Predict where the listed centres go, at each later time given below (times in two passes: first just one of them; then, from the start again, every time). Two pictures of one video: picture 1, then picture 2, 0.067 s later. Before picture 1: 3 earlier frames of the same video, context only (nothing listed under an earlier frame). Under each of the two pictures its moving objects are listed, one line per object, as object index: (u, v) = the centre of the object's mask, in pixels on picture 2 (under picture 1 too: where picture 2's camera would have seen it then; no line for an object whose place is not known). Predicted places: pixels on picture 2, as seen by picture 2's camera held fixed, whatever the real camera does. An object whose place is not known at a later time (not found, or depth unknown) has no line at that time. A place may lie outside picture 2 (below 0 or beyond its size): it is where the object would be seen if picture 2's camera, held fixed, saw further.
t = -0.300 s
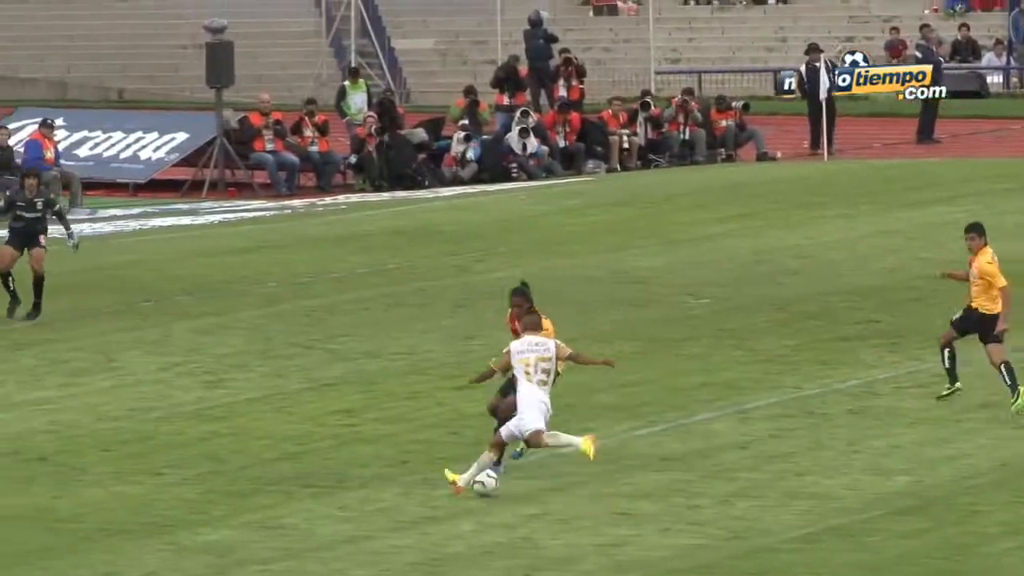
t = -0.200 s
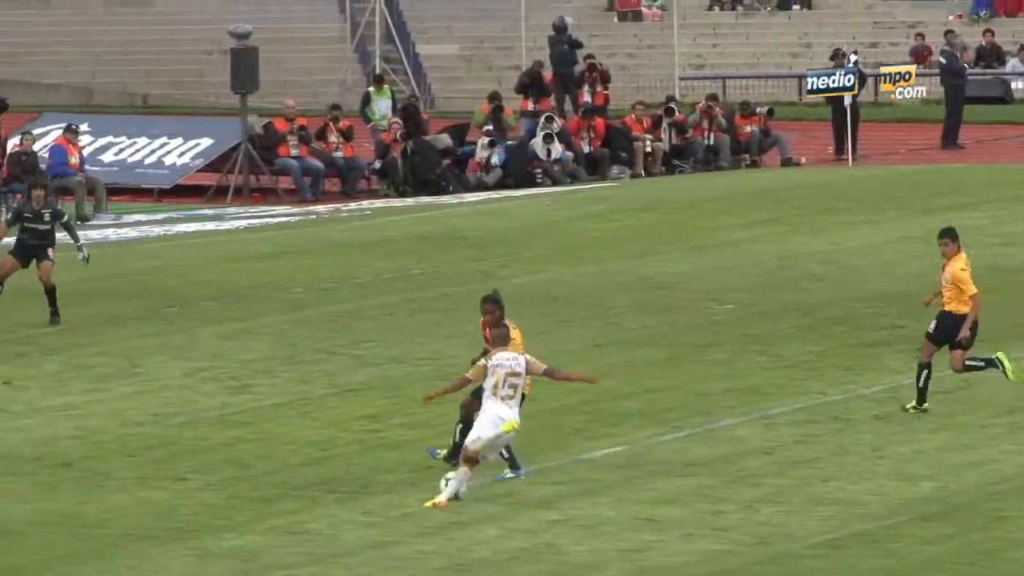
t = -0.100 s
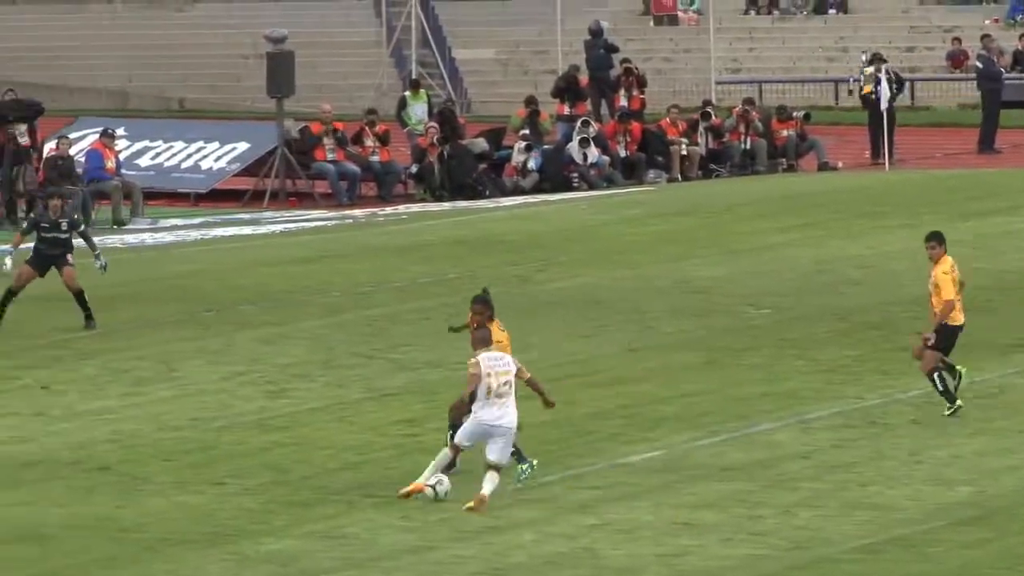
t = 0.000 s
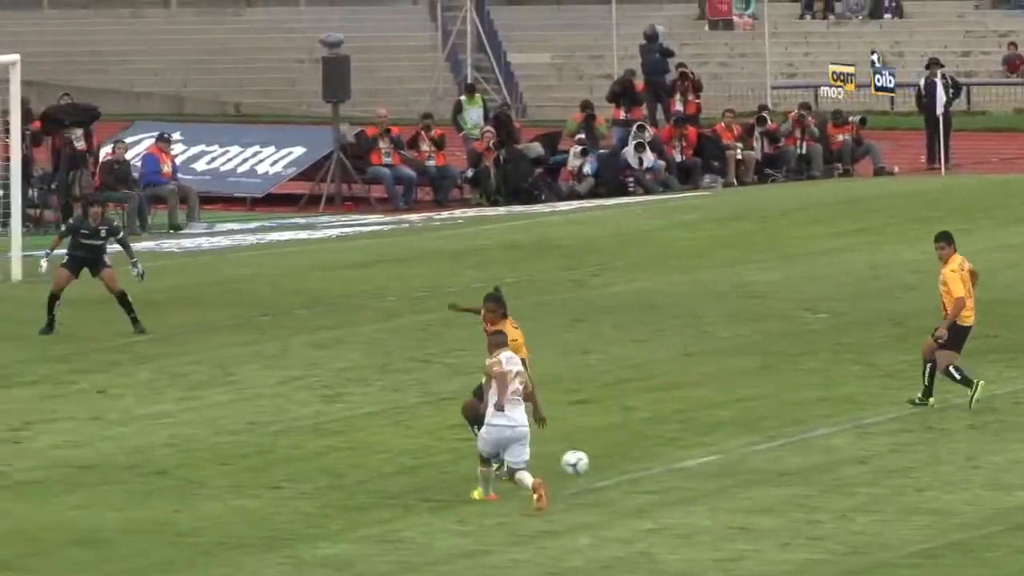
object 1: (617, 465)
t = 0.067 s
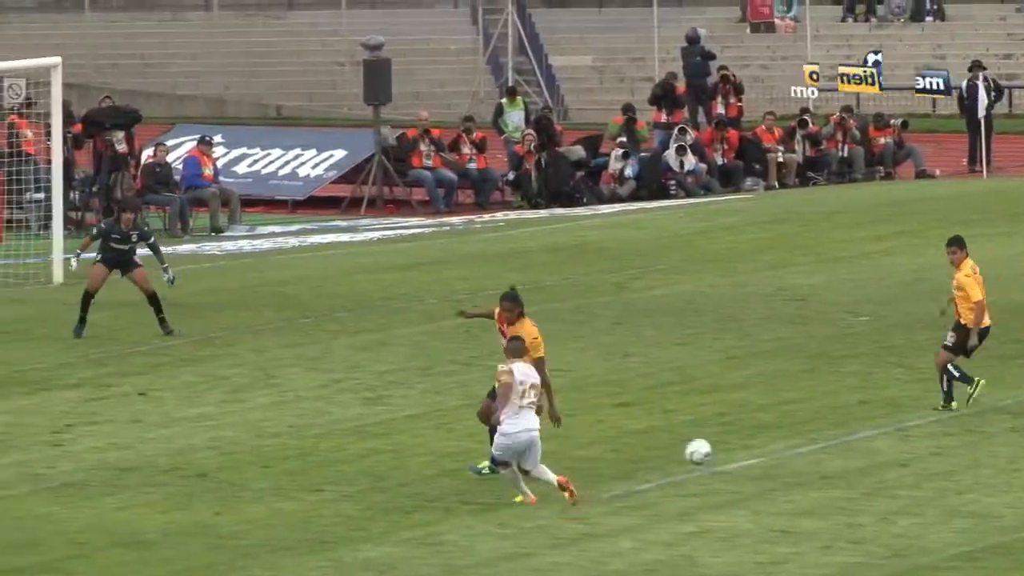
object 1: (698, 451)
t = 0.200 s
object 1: (857, 439)
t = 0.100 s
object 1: (738, 446)
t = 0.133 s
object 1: (779, 443)
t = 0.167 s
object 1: (817, 439)
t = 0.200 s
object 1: (857, 439)
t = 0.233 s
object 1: (893, 436)
